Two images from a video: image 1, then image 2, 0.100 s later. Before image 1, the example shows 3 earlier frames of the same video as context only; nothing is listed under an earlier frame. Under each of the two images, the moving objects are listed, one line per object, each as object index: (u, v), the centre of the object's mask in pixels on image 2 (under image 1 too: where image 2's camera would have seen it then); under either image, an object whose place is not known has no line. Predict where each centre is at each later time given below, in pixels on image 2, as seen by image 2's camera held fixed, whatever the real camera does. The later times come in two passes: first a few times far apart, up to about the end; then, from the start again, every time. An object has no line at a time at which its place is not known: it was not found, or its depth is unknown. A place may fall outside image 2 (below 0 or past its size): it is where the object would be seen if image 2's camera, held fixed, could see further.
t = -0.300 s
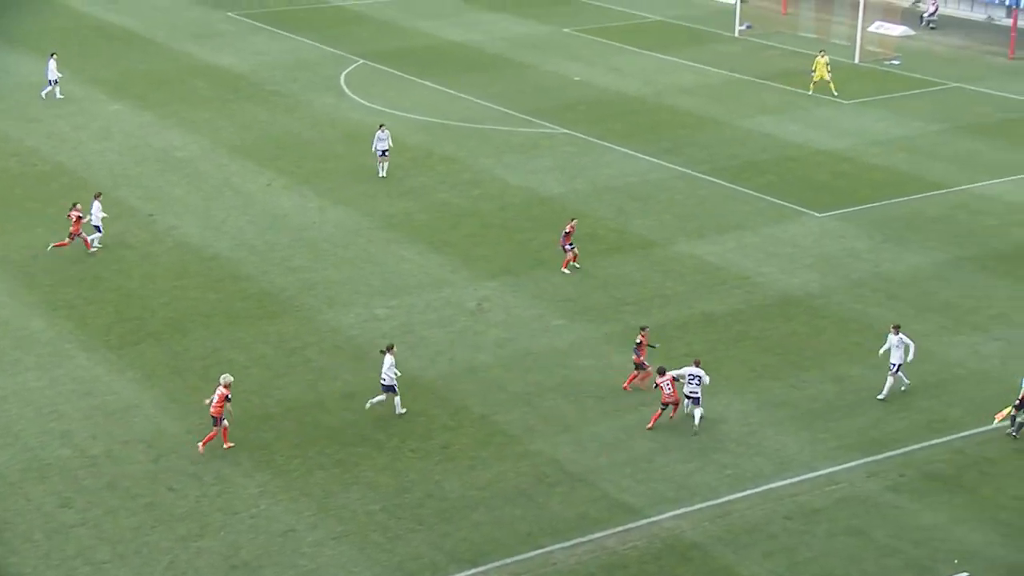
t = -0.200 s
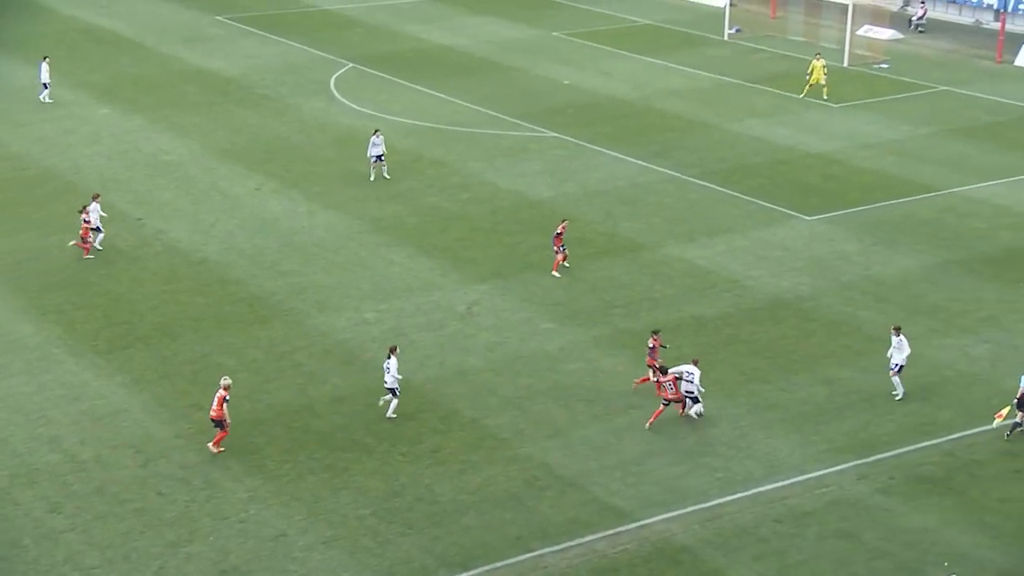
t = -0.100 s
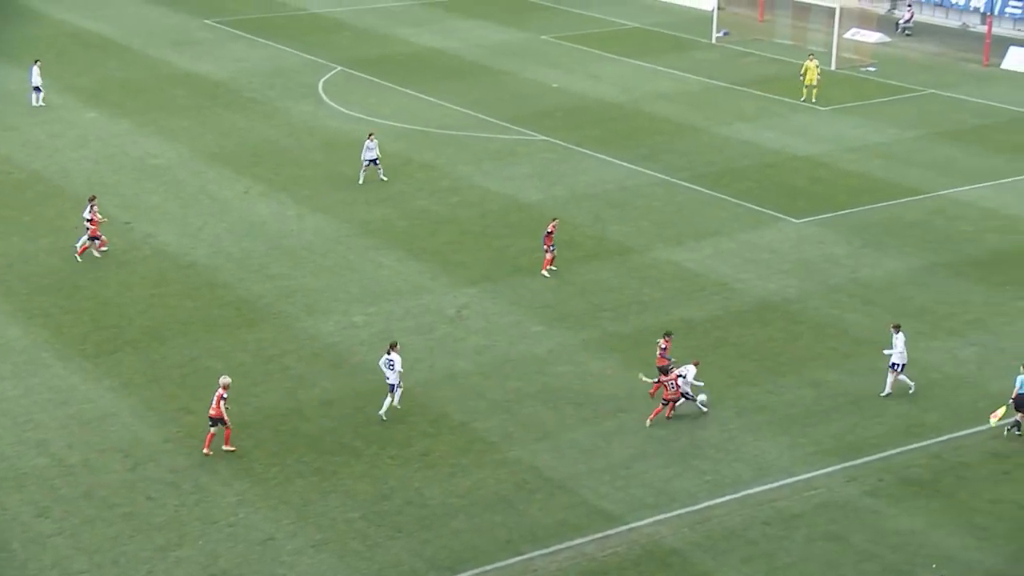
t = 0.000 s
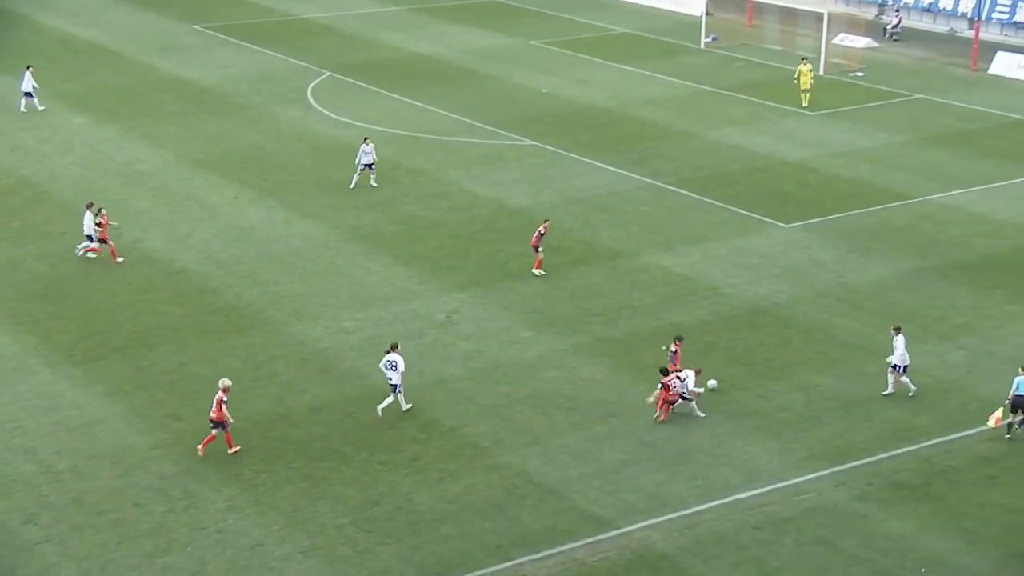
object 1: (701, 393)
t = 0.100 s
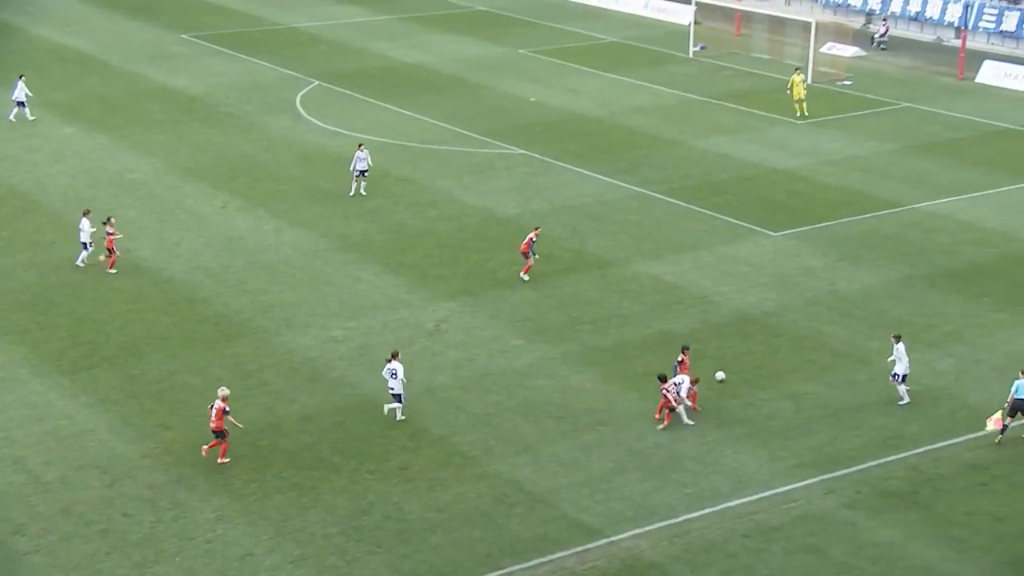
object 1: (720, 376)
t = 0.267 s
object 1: (747, 350)
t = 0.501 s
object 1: (779, 320)
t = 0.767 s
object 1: (806, 292)
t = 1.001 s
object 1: (824, 274)
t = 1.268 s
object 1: (841, 258)
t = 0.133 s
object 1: (726, 370)
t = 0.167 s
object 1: (731, 364)
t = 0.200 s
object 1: (736, 359)
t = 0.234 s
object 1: (742, 354)
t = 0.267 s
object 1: (747, 350)
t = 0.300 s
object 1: (752, 345)
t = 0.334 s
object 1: (758, 340)
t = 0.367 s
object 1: (762, 335)
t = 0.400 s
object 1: (766, 331)
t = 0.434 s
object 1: (770, 327)
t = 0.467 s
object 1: (775, 323)
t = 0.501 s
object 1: (779, 320)
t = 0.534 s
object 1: (783, 315)
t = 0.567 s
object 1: (786, 311)
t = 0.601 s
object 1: (790, 308)
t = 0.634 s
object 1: (793, 305)
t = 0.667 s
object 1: (797, 301)
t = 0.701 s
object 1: (800, 298)
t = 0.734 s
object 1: (803, 295)
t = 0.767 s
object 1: (806, 292)
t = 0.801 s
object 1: (809, 289)
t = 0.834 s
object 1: (812, 287)
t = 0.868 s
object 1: (814, 284)
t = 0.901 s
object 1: (817, 281)
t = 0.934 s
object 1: (820, 279)
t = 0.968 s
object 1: (822, 276)
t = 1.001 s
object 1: (824, 274)
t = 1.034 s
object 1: (827, 272)
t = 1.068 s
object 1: (829, 270)
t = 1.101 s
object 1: (831, 268)
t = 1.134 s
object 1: (833, 265)
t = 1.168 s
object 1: (835, 264)
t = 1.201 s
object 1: (837, 262)
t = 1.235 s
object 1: (839, 260)
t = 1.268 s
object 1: (841, 258)
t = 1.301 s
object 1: (843, 256)
